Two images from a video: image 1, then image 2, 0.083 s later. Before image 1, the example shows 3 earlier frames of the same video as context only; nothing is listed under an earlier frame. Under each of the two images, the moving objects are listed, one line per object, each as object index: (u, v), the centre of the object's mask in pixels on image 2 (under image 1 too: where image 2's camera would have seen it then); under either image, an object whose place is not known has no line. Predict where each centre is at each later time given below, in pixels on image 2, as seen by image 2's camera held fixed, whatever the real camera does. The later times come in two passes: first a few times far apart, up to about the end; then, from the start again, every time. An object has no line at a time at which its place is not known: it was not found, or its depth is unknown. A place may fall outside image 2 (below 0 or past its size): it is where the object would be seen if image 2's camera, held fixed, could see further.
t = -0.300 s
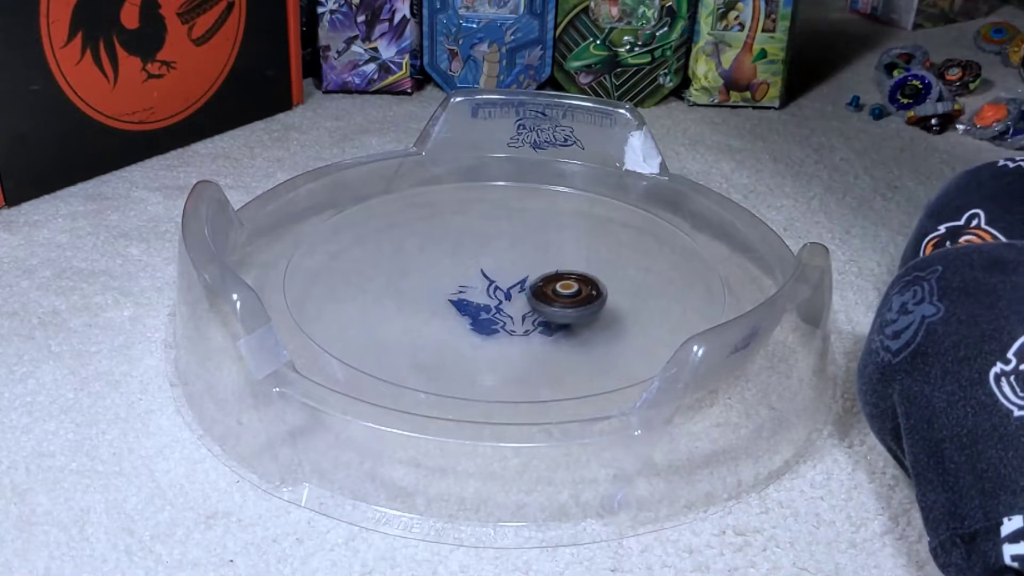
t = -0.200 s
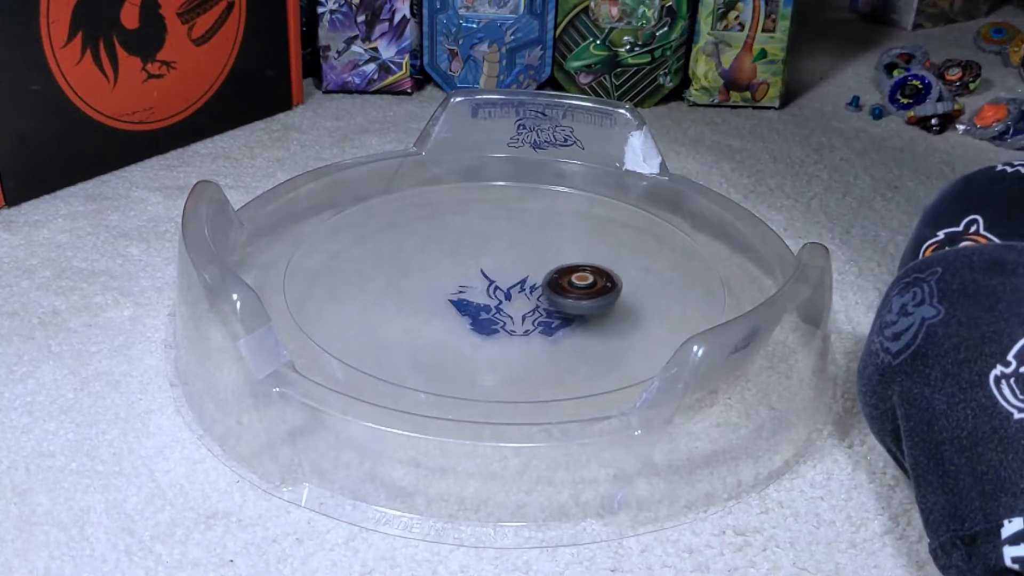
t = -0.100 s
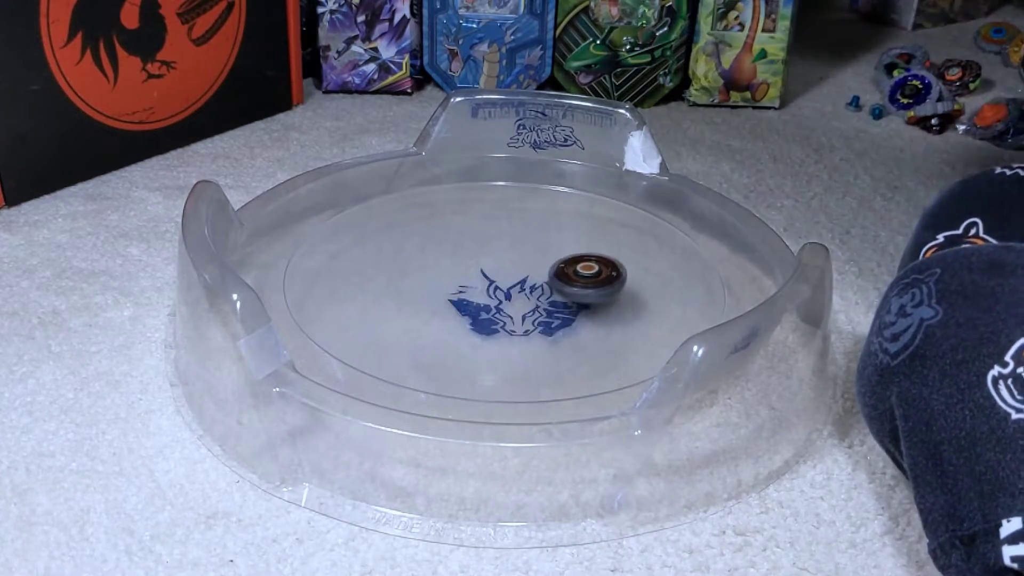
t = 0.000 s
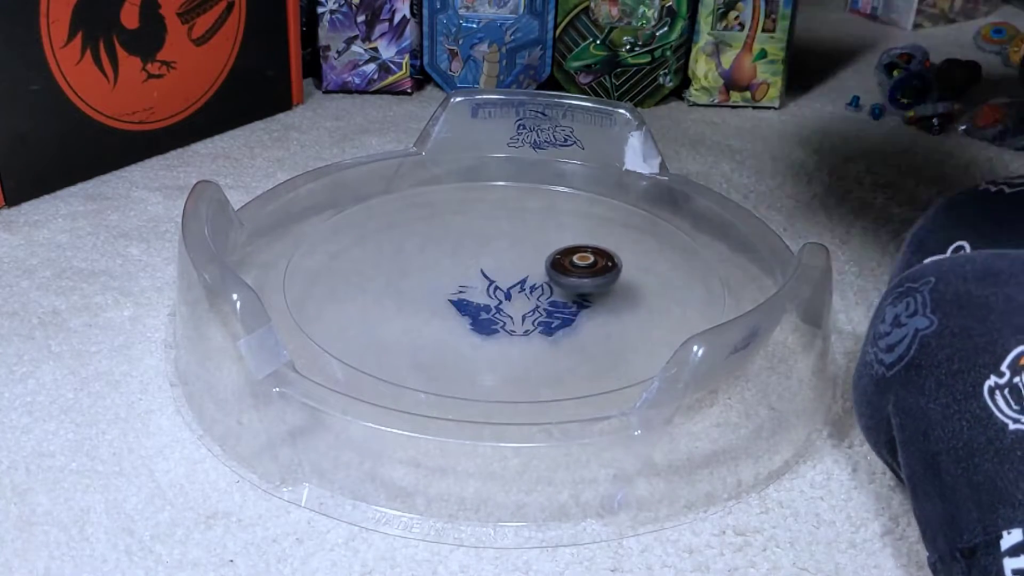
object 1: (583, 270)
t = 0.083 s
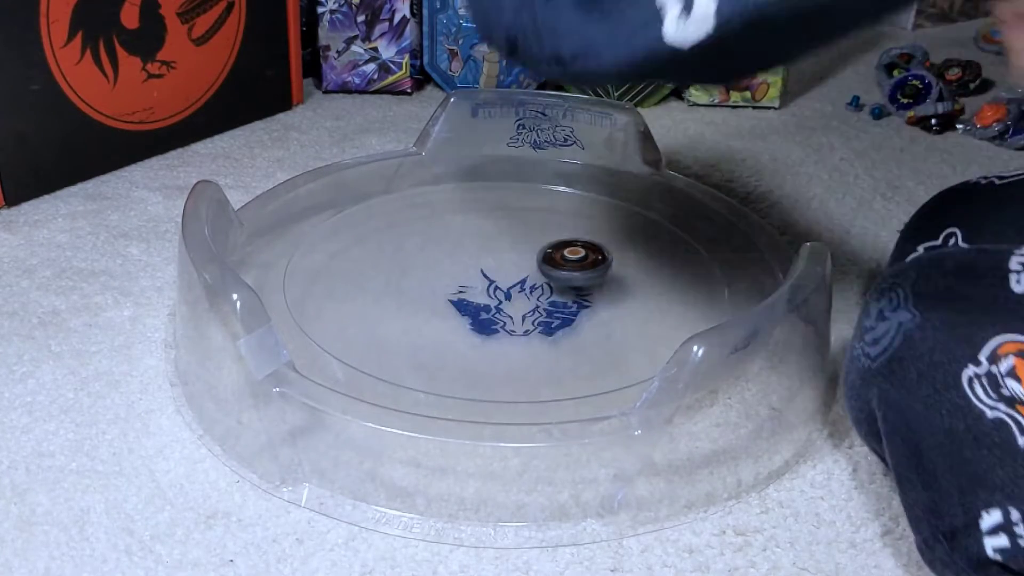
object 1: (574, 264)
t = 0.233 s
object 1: (548, 256)
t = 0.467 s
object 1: (498, 263)
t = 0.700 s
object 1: (477, 283)
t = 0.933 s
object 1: (496, 305)
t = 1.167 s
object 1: (533, 307)
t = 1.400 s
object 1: (549, 289)
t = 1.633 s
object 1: (525, 270)
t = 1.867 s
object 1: (488, 268)
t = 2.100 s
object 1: (471, 278)
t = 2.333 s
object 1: (509, 319)
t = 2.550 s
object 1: (650, 335)
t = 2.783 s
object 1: (683, 285)
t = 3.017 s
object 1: (628, 227)
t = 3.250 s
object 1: (477, 164)
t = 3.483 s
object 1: (377, 179)
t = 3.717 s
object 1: (333, 218)
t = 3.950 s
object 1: (366, 282)
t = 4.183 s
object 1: (484, 322)
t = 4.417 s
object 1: (604, 302)
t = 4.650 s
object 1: (642, 253)
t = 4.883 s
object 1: (605, 224)
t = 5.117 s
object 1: (544, 227)
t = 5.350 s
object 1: (496, 245)
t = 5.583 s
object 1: (451, 204)
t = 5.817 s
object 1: (353, 192)
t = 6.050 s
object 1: (371, 292)
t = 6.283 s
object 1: (448, 331)
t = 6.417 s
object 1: (508, 336)
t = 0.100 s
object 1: (572, 262)
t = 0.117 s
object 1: (569, 261)
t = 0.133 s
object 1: (566, 260)
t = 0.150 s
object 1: (564, 259)
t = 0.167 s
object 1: (561, 258)
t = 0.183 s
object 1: (557, 256)
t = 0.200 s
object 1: (554, 256)
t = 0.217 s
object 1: (551, 256)
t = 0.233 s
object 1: (548, 256)
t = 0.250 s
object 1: (544, 256)
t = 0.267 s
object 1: (541, 255)
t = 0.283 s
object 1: (538, 256)
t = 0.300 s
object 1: (534, 256)
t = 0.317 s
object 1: (530, 256)
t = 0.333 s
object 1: (526, 257)
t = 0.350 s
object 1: (522, 258)
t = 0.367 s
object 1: (518, 258)
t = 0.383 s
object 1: (514, 259)
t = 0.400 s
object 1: (510, 259)
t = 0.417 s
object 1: (507, 260)
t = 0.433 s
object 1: (504, 260)
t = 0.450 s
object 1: (501, 261)
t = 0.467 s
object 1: (498, 263)
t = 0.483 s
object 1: (496, 264)
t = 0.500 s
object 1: (493, 265)
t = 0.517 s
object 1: (490, 267)
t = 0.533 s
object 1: (488, 268)
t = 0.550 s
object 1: (486, 269)
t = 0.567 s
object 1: (484, 270)
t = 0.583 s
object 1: (482, 272)
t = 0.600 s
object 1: (480, 273)
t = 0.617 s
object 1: (479, 275)
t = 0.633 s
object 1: (479, 276)
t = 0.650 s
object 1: (479, 278)
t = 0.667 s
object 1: (478, 280)
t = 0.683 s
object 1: (478, 282)
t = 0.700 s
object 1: (477, 283)
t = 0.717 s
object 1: (477, 285)
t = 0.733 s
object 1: (478, 287)
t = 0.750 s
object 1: (479, 289)
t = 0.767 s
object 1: (480, 290)
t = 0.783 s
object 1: (480, 291)
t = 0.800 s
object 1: (481, 293)
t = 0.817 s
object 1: (482, 295)
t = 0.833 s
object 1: (484, 296)
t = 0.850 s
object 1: (485, 297)
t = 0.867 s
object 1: (487, 299)
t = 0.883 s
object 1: (489, 300)
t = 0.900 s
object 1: (491, 301)
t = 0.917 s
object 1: (493, 302)
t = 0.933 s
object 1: (496, 305)
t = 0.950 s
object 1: (498, 305)
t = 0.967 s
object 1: (500, 306)
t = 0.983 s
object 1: (502, 307)
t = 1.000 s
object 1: (505, 308)
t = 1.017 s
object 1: (507, 308)
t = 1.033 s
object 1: (509, 308)
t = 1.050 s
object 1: (511, 309)
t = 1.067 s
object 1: (515, 308)
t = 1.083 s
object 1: (518, 308)
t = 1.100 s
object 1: (521, 308)
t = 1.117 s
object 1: (524, 308)
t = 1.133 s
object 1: (527, 307)
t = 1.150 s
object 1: (530, 307)
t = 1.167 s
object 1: (533, 307)
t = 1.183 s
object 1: (535, 307)
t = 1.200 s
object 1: (538, 306)
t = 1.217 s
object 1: (539, 305)
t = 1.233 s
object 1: (542, 304)
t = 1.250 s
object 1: (543, 302)
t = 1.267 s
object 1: (546, 301)
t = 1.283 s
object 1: (548, 300)
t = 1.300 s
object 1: (548, 298)
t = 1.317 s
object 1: (549, 297)
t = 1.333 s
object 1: (550, 295)
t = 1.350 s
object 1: (550, 294)
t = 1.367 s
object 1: (550, 292)
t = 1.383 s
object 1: (550, 290)
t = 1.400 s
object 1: (549, 289)
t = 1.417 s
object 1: (549, 287)
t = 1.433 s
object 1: (548, 286)
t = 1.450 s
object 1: (547, 285)
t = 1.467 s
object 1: (546, 283)
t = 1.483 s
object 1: (545, 282)
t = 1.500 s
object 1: (543, 281)
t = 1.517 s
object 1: (542, 279)
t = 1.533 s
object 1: (540, 278)
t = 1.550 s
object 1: (538, 277)
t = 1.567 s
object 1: (536, 276)
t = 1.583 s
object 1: (534, 274)
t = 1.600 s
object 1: (532, 272)
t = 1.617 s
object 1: (529, 271)
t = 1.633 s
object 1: (525, 270)
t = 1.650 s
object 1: (522, 270)
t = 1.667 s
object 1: (521, 271)
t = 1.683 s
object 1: (518, 270)
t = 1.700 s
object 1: (515, 269)
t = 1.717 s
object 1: (512, 269)
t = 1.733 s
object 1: (509, 269)
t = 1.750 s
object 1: (506, 269)
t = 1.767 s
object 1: (503, 268)
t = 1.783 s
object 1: (501, 268)
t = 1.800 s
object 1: (498, 268)
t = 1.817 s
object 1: (496, 268)
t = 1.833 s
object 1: (493, 269)
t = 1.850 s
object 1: (491, 269)
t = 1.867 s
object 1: (488, 268)
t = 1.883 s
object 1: (486, 268)
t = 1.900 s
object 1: (483, 269)
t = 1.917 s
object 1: (481, 269)
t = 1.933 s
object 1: (479, 269)
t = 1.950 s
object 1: (478, 270)
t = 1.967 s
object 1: (476, 270)
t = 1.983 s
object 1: (475, 271)
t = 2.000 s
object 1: (474, 272)
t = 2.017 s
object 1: (473, 273)
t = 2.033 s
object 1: (472, 274)
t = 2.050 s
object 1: (472, 275)
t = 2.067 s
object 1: (471, 276)
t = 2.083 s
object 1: (471, 277)
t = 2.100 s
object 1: (471, 278)
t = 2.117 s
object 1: (471, 279)
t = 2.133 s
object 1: (470, 280)
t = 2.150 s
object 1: (471, 281)
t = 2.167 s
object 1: (471, 281)
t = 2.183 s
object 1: (471, 282)
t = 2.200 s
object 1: (472, 283)
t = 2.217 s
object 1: (472, 284)
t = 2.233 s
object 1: (473, 284)
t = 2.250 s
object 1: (473, 285)
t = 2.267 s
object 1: (474, 286)
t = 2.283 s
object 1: (476, 287)
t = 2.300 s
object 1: (479, 290)
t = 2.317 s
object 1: (494, 306)
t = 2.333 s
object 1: (509, 319)
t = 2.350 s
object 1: (526, 330)
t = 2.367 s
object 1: (543, 339)
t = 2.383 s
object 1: (563, 347)
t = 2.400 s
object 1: (580, 353)
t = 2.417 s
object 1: (597, 358)
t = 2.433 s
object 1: (611, 357)
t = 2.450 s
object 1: (623, 352)
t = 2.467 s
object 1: (631, 350)
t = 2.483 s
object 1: (636, 344)
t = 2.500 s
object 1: (640, 344)
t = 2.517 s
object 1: (642, 346)
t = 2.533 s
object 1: (646, 340)
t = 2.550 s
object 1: (650, 335)
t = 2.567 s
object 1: (652, 335)
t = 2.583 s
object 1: (656, 330)
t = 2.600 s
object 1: (660, 326)
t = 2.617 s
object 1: (663, 322)
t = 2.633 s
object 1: (667, 318)
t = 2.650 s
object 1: (671, 315)
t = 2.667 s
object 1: (674, 311)
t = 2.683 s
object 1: (677, 308)
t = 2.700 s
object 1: (679, 304)
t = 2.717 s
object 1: (681, 300)
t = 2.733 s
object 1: (683, 296)
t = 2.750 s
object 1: (683, 293)
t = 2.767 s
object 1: (683, 289)
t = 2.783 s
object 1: (683, 285)
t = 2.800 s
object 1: (683, 282)
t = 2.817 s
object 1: (682, 278)
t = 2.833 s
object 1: (680, 274)
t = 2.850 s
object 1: (677, 271)
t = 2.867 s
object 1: (675, 267)
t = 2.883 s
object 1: (672, 263)
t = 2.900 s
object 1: (668, 260)
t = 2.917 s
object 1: (664, 257)
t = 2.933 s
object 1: (660, 254)
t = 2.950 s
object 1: (655, 250)
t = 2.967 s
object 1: (650, 246)
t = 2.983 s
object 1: (644, 242)
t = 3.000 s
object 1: (636, 236)
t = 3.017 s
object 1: (628, 227)
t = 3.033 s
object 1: (618, 219)
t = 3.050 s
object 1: (607, 210)
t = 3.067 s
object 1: (596, 201)
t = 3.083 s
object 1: (584, 192)
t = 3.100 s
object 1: (572, 185)
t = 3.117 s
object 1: (559, 179)
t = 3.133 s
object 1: (547, 174)
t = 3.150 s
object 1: (536, 170)
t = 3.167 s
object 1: (525, 168)
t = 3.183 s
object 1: (514, 165)
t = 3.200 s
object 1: (504, 163)
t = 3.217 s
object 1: (495, 162)
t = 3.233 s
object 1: (486, 163)
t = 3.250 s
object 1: (477, 164)
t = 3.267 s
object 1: (468, 164)
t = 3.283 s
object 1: (460, 165)
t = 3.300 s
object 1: (452, 165)
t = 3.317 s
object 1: (444, 165)
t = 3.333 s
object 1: (436, 166)
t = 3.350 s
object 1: (429, 167)
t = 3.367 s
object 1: (421, 169)
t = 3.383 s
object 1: (414, 170)
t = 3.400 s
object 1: (407, 171)
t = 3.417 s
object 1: (401, 172)
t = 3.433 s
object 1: (394, 174)
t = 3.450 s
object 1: (389, 176)
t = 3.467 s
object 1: (383, 178)
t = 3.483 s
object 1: (377, 179)
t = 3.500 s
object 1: (372, 181)
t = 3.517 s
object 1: (367, 183)
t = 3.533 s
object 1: (362, 185)
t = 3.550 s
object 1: (357, 188)
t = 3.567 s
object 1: (353, 190)
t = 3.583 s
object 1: (350, 193)
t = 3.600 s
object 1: (346, 195)
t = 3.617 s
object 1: (343, 198)
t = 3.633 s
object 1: (341, 201)
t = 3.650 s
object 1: (339, 204)
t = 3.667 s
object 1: (336, 207)
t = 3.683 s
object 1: (335, 211)
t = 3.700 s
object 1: (334, 214)
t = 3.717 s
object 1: (333, 218)
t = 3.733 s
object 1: (332, 222)
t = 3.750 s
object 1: (332, 226)
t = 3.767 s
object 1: (332, 230)
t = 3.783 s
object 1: (333, 234)
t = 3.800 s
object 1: (334, 239)
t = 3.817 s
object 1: (335, 243)
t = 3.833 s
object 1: (337, 248)
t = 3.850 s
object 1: (340, 253)
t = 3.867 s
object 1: (343, 258)
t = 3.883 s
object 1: (346, 263)
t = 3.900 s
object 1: (350, 268)
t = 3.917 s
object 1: (355, 273)
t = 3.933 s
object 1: (360, 278)
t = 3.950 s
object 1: (366, 282)
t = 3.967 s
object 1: (372, 287)
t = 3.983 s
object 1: (379, 291)
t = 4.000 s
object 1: (386, 295)
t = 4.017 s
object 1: (394, 299)
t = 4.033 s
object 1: (402, 302)
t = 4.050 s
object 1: (410, 306)
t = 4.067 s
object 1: (418, 309)
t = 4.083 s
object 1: (427, 312)
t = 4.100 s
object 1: (437, 314)
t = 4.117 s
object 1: (446, 316)
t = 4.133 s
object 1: (456, 318)
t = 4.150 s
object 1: (465, 319)
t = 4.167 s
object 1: (475, 321)
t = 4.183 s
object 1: (484, 322)
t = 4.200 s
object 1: (495, 322)
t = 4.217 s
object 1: (505, 323)
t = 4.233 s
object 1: (515, 323)
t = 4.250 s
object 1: (524, 323)
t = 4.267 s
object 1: (534, 321)
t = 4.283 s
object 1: (543, 321)
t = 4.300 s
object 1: (552, 319)
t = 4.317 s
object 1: (560, 317)
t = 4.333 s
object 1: (568, 315)
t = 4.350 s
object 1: (576, 314)
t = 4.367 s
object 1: (584, 310)
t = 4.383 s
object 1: (592, 308)
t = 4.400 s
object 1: (598, 305)
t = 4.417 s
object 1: (604, 302)
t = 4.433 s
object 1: (610, 300)
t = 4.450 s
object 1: (615, 296)
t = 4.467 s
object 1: (620, 292)
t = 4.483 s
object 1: (624, 289)
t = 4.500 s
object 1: (628, 285)
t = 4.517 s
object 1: (631, 283)
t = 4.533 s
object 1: (634, 278)
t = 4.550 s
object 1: (637, 276)
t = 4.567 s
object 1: (639, 271)
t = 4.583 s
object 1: (640, 267)
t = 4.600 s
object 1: (642, 264)
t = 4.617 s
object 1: (642, 259)
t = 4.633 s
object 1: (643, 257)
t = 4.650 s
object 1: (642, 253)
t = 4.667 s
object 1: (642, 250)
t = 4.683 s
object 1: (641, 247)
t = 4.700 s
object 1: (640, 244)
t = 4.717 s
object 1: (638, 241)
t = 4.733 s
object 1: (636, 238)
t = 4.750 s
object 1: (633, 235)
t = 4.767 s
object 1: (631, 233)
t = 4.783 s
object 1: (627, 232)
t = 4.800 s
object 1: (624, 229)
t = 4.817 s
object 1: (621, 228)
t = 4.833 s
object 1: (617, 227)
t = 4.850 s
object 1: (613, 225)
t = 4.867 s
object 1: (609, 225)
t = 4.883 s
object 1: (605, 224)
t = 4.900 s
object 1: (601, 223)
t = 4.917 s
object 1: (597, 223)
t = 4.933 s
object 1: (593, 222)
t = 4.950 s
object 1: (589, 221)
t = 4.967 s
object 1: (584, 221)
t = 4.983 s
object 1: (579, 221)
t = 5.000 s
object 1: (575, 221)
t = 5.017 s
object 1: (570, 222)
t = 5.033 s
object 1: (566, 222)
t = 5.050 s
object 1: (561, 223)
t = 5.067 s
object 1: (557, 224)
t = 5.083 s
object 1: (553, 225)
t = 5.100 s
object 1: (549, 226)
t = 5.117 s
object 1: (544, 227)
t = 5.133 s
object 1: (540, 228)
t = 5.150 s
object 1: (536, 229)
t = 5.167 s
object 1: (532, 230)
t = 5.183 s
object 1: (528, 231)
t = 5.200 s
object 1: (525, 231)
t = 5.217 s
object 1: (522, 232)
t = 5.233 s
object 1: (518, 233)
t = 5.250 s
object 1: (514, 235)
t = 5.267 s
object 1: (511, 236)
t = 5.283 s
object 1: (508, 238)
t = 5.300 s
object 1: (504, 240)
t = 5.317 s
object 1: (501, 241)
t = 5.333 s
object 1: (498, 243)
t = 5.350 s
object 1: (496, 245)
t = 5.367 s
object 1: (493, 247)
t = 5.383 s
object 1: (490, 249)
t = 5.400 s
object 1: (488, 251)
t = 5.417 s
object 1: (486, 253)
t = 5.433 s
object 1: (483, 254)
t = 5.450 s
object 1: (481, 256)
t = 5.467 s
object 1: (479, 258)
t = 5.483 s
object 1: (476, 260)
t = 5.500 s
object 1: (475, 262)
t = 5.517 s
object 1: (473, 264)
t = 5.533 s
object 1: (471, 264)
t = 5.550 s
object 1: (465, 246)
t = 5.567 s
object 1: (458, 225)
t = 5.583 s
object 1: (451, 204)
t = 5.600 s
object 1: (444, 185)
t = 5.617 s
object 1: (441, 169)
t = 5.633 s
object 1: (437, 151)
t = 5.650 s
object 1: (431, 137)
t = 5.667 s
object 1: (423, 127)
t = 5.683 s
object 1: (415, 122)
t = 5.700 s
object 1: (405, 119)
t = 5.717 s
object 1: (396, 121)
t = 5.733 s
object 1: (388, 127)
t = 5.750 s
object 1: (379, 137)
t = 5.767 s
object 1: (369, 151)
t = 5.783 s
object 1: (361, 170)
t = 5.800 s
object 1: (355, 189)
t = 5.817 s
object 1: (353, 192)
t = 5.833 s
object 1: (352, 199)
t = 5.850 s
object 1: (352, 210)
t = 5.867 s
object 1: (352, 219)
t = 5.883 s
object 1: (351, 228)
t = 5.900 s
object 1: (352, 236)
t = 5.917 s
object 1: (354, 244)
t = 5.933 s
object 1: (354, 252)
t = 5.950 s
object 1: (355, 259)
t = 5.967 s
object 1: (357, 265)
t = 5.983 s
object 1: (360, 272)
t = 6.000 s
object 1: (362, 278)
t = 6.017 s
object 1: (364, 283)
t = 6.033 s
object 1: (368, 288)
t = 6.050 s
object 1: (371, 292)
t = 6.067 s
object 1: (374, 296)
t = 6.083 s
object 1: (379, 300)
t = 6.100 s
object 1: (383, 303)
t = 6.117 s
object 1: (387, 306)
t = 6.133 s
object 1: (391, 310)
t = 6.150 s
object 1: (397, 313)
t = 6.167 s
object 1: (402, 315)
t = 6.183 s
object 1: (407, 318)
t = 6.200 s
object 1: (414, 321)
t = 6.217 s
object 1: (421, 323)
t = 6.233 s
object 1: (426, 325)
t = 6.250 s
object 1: (433, 328)
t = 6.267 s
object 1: (441, 330)
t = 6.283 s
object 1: (448, 331)
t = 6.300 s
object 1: (455, 333)
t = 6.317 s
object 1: (463, 334)
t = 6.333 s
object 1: (472, 334)
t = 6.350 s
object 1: (478, 335)
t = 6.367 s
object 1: (486, 335)
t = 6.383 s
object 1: (494, 336)
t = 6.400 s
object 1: (500, 336)
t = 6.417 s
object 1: (508, 336)
